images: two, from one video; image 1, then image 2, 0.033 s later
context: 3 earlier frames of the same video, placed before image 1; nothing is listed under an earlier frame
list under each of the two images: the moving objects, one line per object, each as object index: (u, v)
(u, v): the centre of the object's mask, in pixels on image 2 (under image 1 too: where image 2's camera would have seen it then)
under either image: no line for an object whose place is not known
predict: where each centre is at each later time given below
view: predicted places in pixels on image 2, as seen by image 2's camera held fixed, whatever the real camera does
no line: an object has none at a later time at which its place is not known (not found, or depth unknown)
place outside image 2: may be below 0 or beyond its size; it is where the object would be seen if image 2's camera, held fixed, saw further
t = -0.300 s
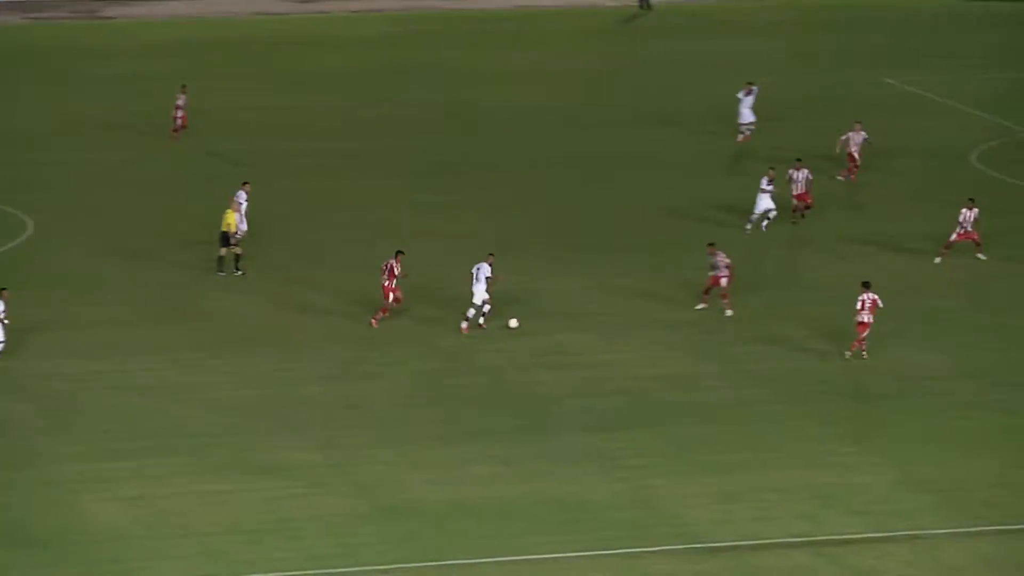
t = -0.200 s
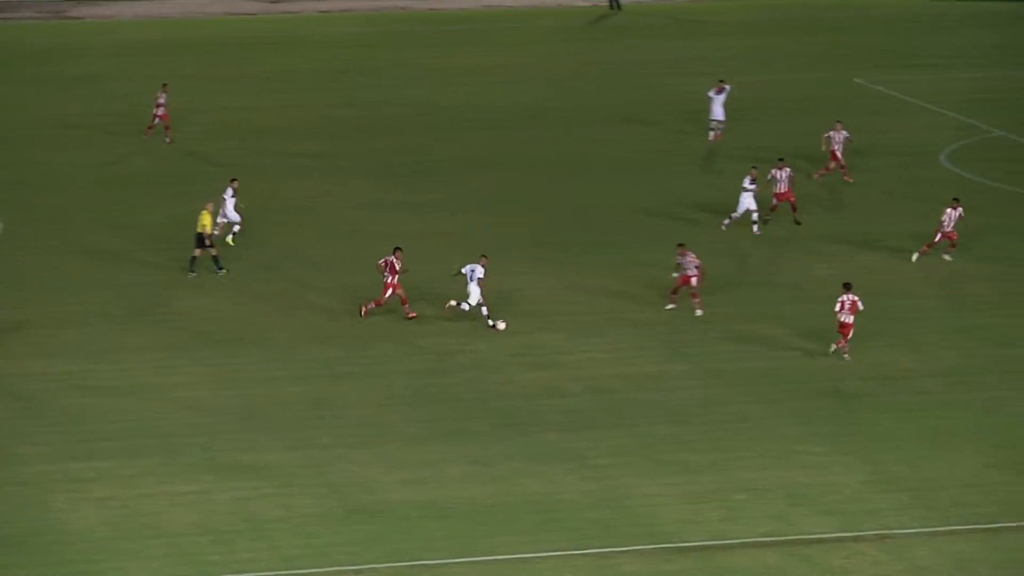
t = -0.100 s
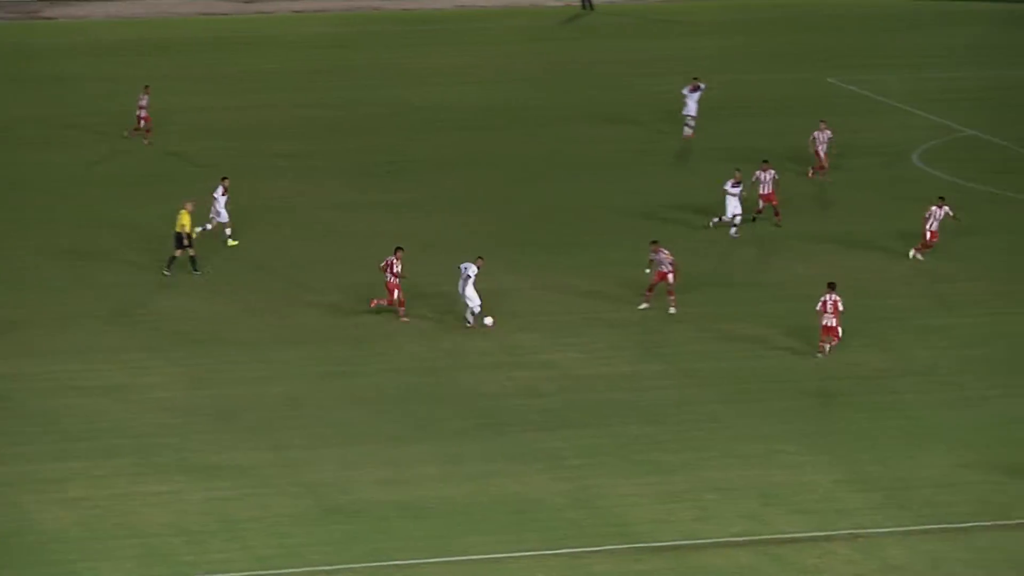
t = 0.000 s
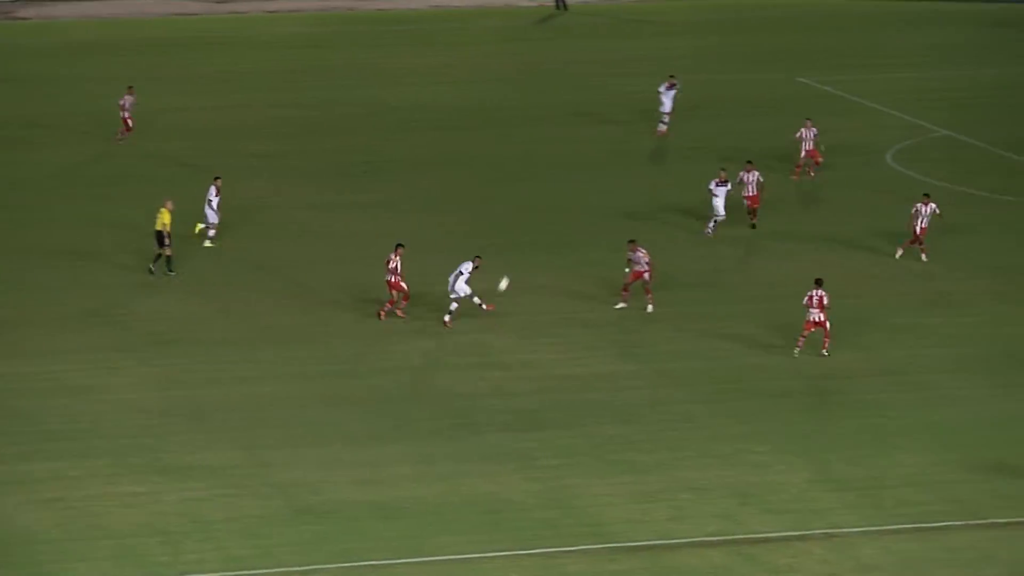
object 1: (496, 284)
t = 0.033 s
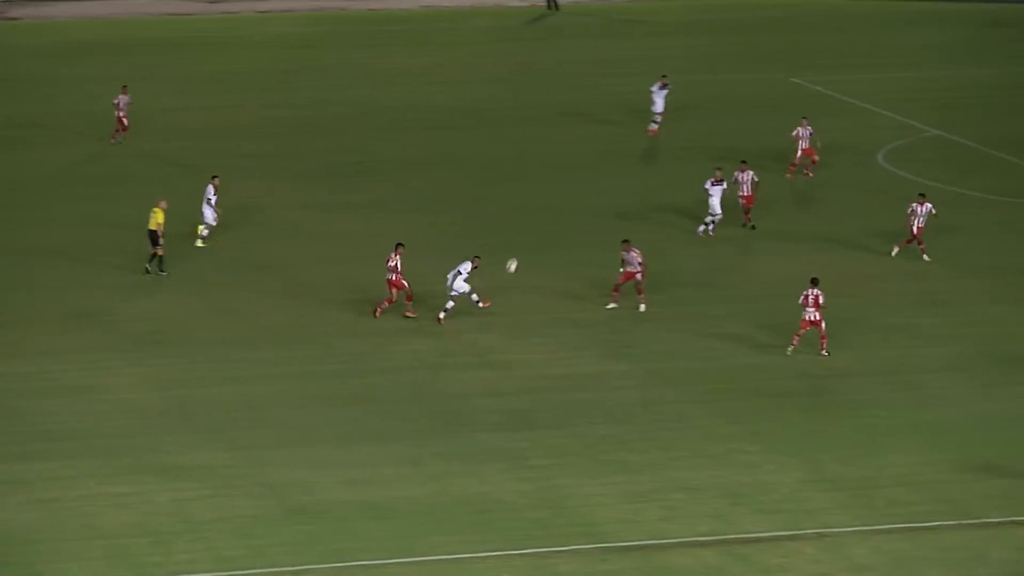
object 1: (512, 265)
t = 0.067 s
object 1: (526, 249)
